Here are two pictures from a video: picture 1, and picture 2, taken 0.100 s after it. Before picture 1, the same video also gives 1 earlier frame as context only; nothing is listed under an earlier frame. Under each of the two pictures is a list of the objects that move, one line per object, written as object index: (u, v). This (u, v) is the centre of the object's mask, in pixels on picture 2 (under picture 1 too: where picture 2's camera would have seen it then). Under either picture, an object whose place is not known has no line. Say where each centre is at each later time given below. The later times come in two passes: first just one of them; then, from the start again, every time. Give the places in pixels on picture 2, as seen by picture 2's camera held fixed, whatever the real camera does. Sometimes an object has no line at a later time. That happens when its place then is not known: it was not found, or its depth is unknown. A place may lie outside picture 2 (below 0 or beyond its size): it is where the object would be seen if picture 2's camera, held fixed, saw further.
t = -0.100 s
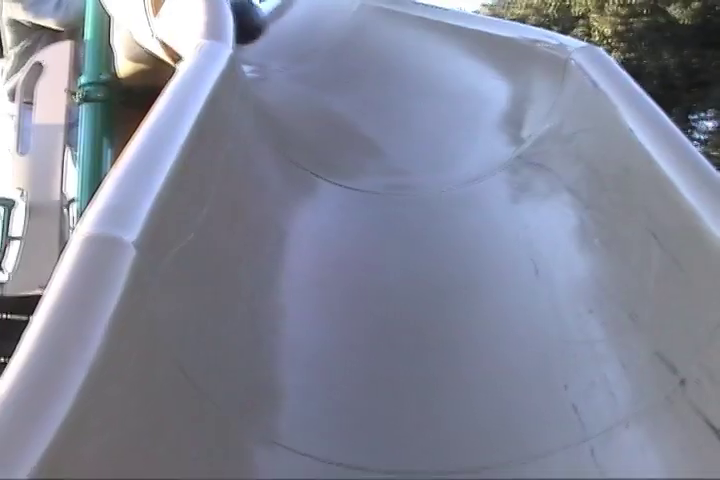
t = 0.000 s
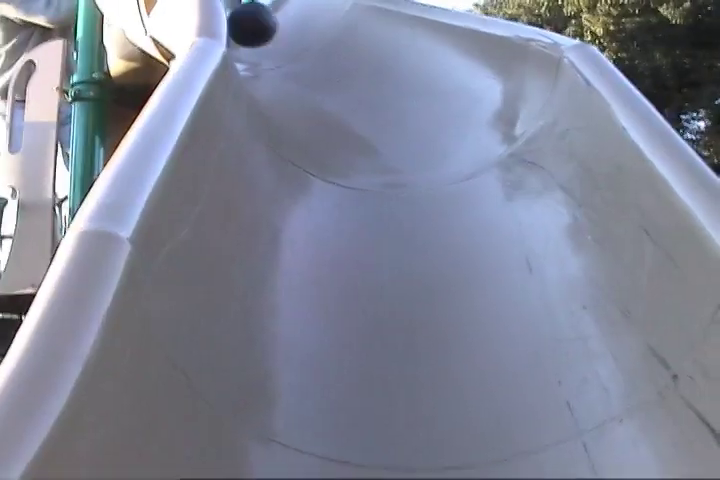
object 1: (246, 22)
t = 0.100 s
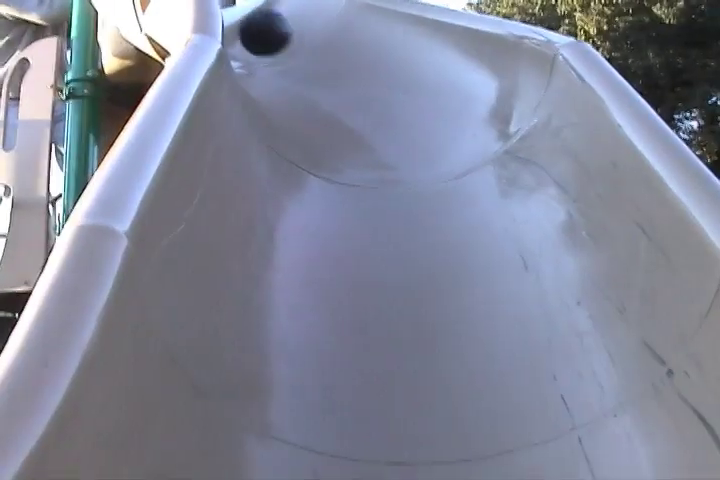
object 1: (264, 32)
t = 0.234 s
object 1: (293, 57)
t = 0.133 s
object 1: (273, 39)
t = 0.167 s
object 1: (278, 43)
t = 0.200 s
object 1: (283, 48)
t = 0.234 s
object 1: (293, 57)
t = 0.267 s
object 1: (299, 64)
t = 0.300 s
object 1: (304, 70)
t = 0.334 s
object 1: (315, 82)
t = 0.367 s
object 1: (326, 97)
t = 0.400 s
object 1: (332, 108)
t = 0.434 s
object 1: (338, 116)
